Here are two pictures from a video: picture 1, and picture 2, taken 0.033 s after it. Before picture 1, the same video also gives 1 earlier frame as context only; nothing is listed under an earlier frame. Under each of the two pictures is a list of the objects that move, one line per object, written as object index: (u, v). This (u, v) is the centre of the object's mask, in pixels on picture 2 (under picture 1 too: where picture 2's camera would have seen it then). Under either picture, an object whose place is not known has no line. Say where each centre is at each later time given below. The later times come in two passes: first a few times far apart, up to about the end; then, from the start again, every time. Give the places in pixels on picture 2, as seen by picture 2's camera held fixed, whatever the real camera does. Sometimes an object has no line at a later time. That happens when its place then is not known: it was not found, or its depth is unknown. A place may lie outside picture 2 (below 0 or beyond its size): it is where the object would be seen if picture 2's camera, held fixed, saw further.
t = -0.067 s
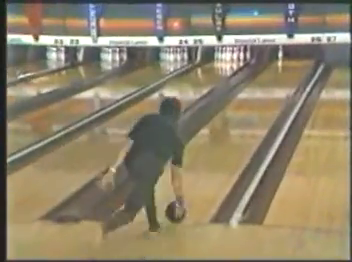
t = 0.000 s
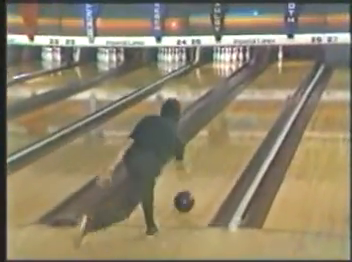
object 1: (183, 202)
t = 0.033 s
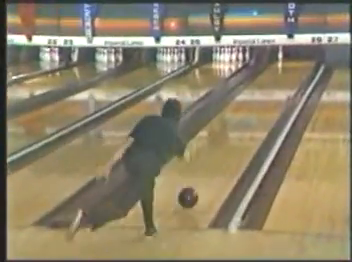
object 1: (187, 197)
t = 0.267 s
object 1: (212, 166)
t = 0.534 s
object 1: (232, 138)
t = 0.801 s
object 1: (247, 117)
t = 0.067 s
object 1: (192, 193)
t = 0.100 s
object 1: (196, 189)
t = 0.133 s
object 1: (200, 184)
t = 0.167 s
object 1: (203, 179)
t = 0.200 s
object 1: (206, 175)
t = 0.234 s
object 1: (210, 169)
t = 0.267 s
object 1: (212, 166)
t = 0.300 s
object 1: (216, 162)
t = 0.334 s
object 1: (218, 158)
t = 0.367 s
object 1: (221, 154)
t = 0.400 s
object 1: (223, 150)
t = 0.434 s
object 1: (226, 147)
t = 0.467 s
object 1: (228, 144)
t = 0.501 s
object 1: (230, 140)
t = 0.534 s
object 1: (232, 138)
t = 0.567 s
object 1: (235, 134)
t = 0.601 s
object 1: (236, 131)
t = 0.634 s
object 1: (238, 129)
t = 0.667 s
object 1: (240, 126)
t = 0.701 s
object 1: (242, 124)
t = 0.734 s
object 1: (243, 121)
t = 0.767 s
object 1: (245, 119)
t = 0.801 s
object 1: (247, 117)
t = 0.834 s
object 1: (248, 115)
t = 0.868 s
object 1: (250, 112)
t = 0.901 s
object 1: (252, 109)
